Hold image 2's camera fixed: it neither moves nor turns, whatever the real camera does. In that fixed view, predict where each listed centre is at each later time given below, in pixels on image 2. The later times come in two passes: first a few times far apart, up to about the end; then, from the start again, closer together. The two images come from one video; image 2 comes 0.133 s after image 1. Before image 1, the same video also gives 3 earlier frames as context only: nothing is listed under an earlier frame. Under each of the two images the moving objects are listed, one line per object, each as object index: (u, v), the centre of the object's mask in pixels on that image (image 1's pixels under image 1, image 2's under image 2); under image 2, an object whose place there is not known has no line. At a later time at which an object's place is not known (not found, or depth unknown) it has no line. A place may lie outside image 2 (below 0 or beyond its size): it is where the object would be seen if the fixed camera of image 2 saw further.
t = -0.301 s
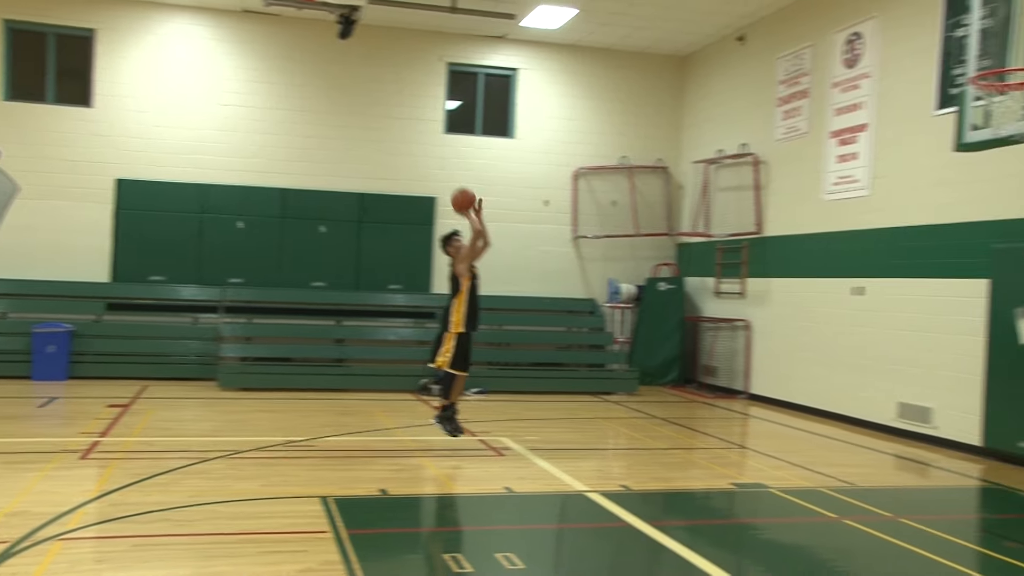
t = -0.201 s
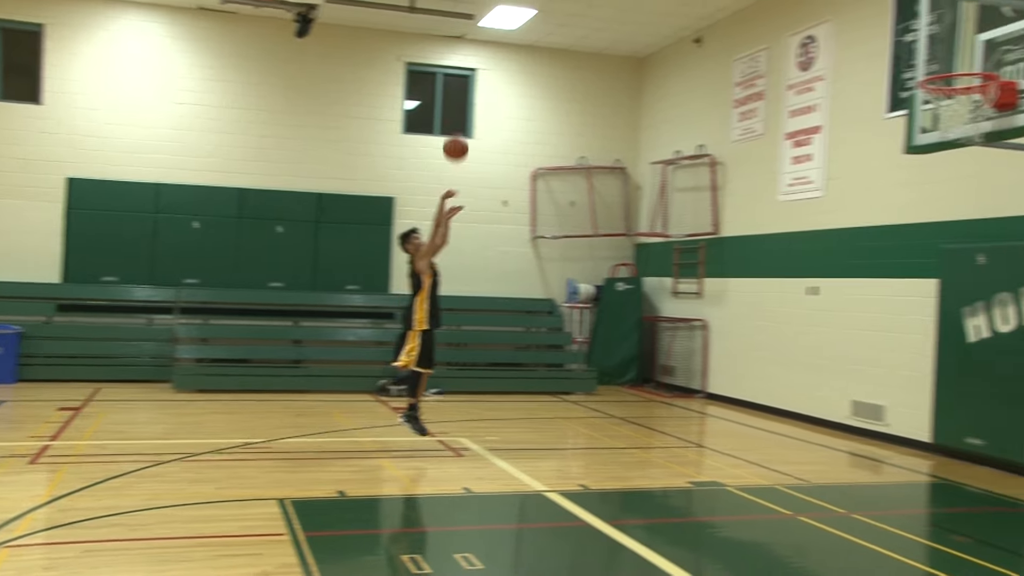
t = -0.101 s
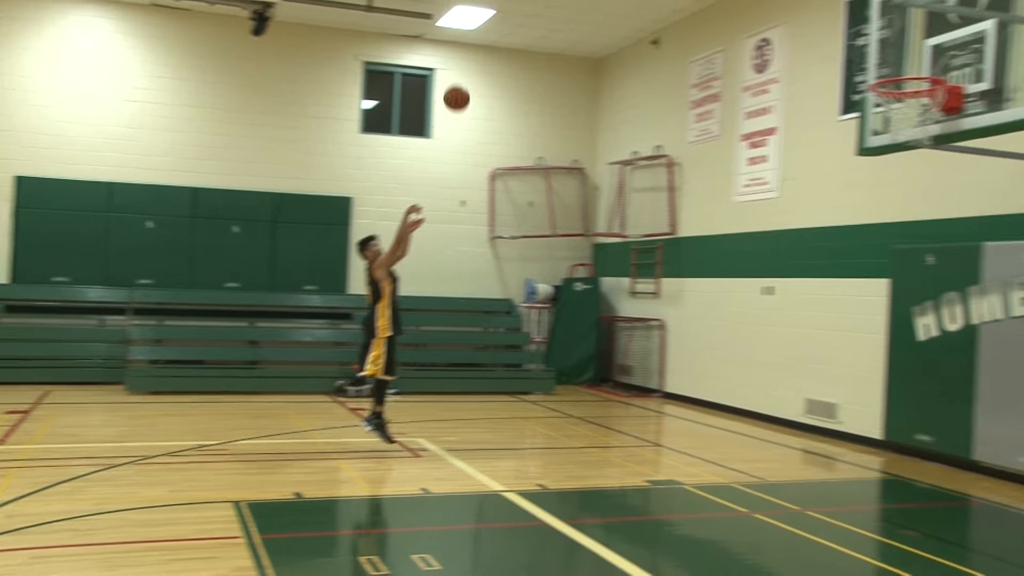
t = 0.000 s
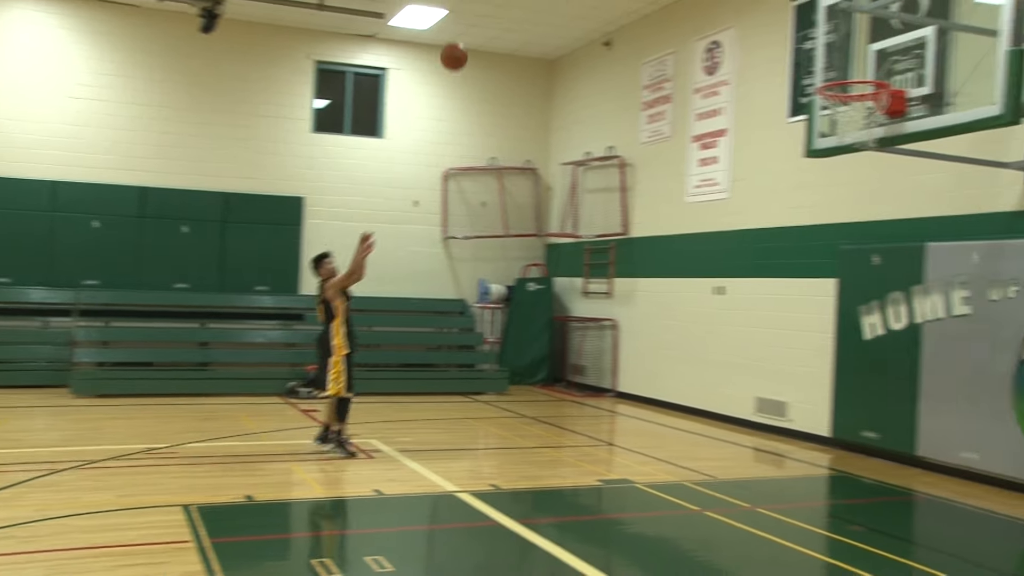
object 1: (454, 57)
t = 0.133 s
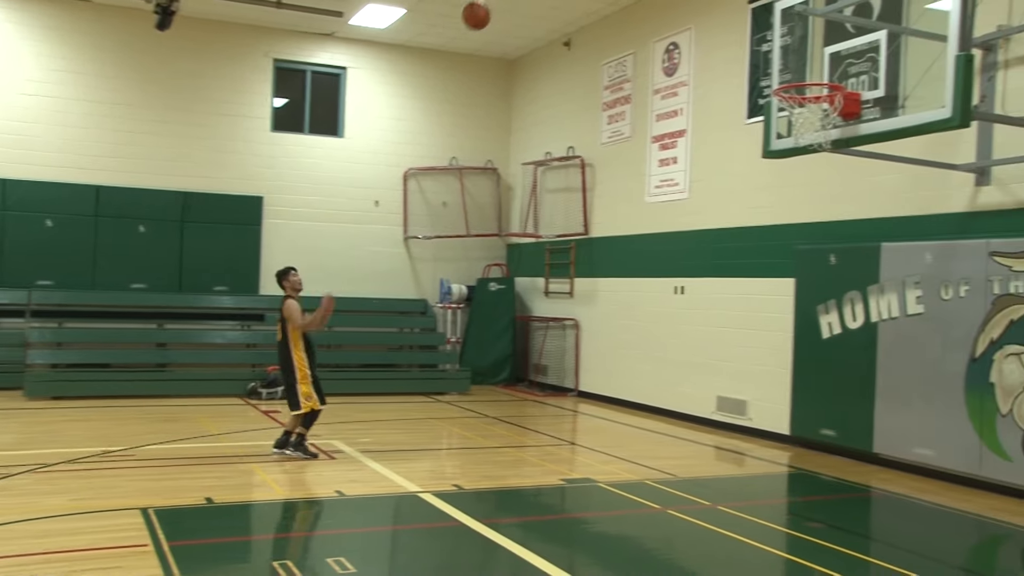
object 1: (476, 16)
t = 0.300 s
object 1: (559, 3)
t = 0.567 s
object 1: (705, 23)
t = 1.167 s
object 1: (880, 273)
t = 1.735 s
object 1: (855, 352)
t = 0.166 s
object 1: (492, 10)
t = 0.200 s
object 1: (509, 8)
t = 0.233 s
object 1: (525, 6)
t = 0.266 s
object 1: (542, 4)
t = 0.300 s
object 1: (559, 3)
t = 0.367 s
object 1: (594, 2)
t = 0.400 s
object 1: (611, 3)
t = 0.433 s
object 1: (629, 5)
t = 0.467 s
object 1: (648, 7)
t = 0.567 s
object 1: (705, 23)
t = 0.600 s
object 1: (725, 33)
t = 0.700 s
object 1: (786, 74)
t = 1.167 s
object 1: (880, 273)
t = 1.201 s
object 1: (884, 297)
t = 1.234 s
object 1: (888, 326)
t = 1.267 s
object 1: (891, 352)
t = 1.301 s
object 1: (896, 382)
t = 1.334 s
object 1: (900, 414)
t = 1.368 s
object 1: (904, 449)
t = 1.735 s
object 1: (855, 352)
